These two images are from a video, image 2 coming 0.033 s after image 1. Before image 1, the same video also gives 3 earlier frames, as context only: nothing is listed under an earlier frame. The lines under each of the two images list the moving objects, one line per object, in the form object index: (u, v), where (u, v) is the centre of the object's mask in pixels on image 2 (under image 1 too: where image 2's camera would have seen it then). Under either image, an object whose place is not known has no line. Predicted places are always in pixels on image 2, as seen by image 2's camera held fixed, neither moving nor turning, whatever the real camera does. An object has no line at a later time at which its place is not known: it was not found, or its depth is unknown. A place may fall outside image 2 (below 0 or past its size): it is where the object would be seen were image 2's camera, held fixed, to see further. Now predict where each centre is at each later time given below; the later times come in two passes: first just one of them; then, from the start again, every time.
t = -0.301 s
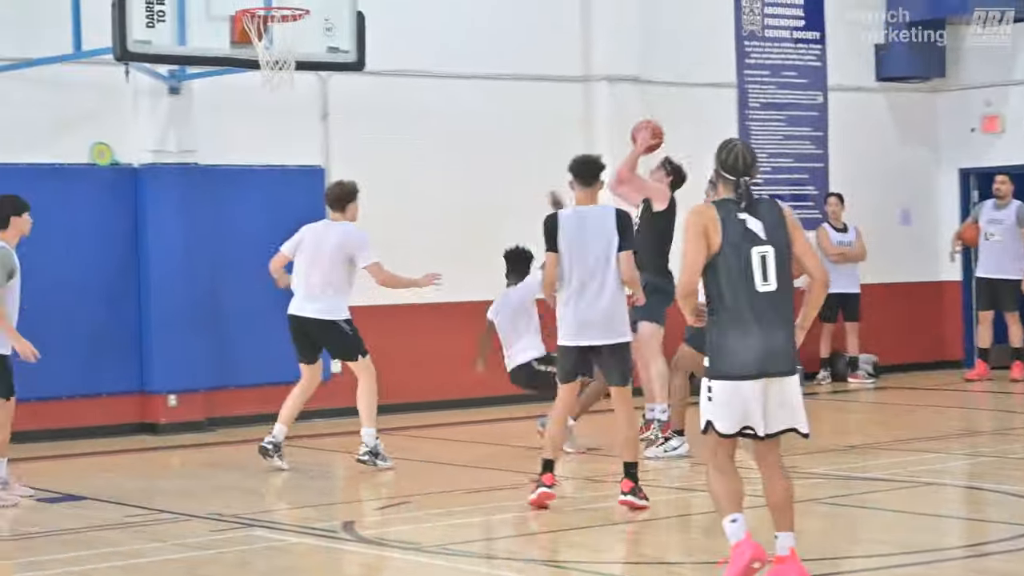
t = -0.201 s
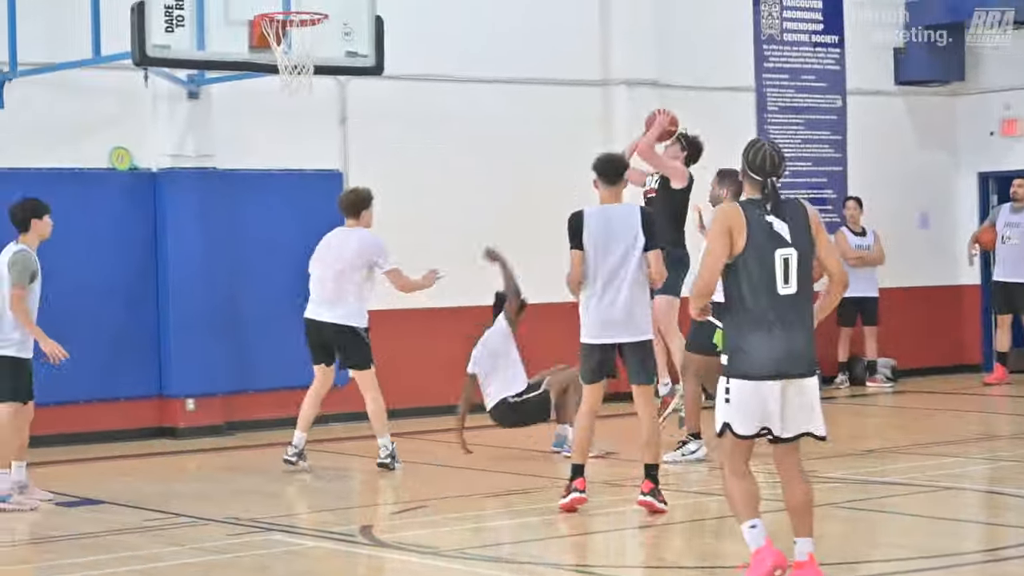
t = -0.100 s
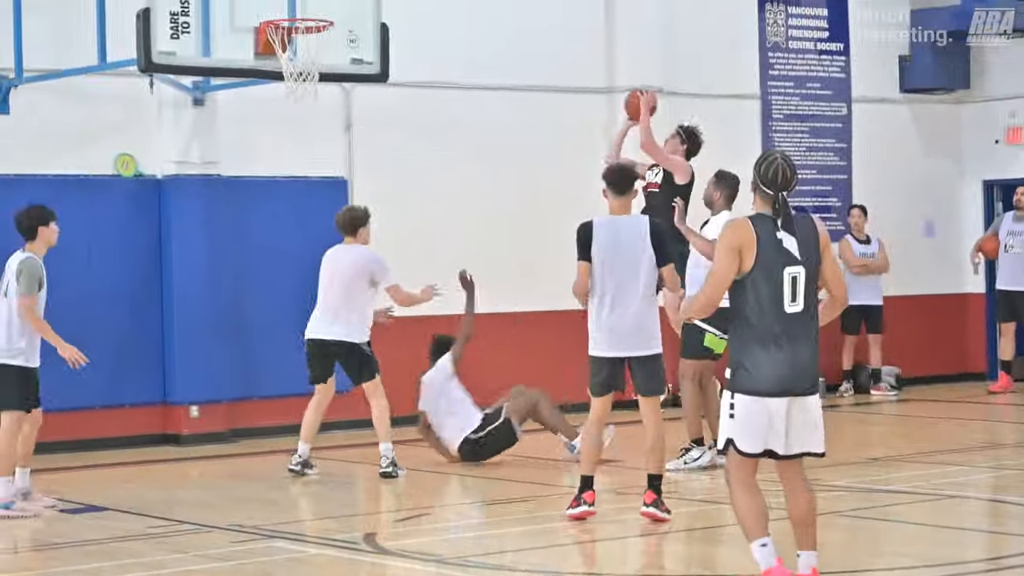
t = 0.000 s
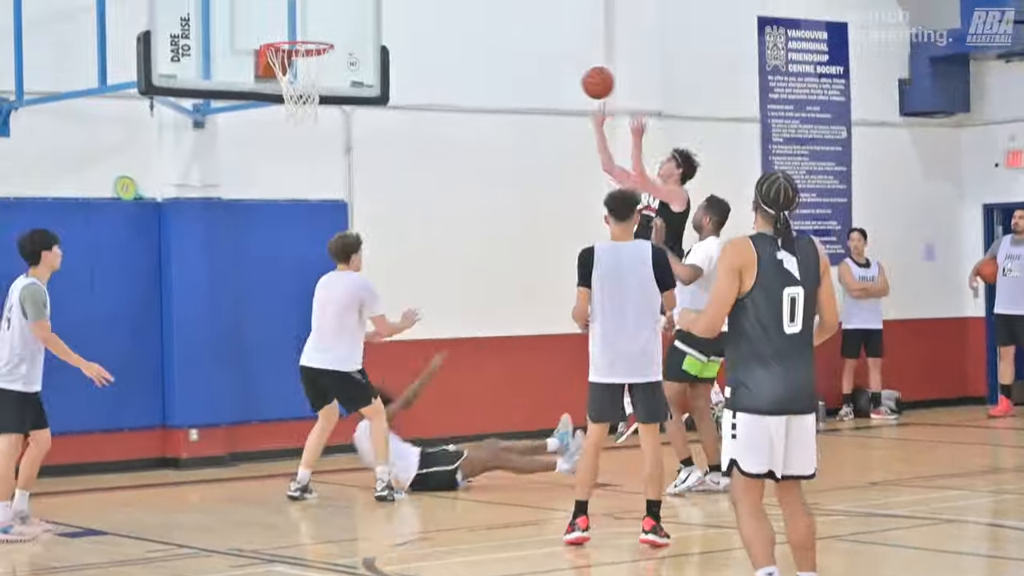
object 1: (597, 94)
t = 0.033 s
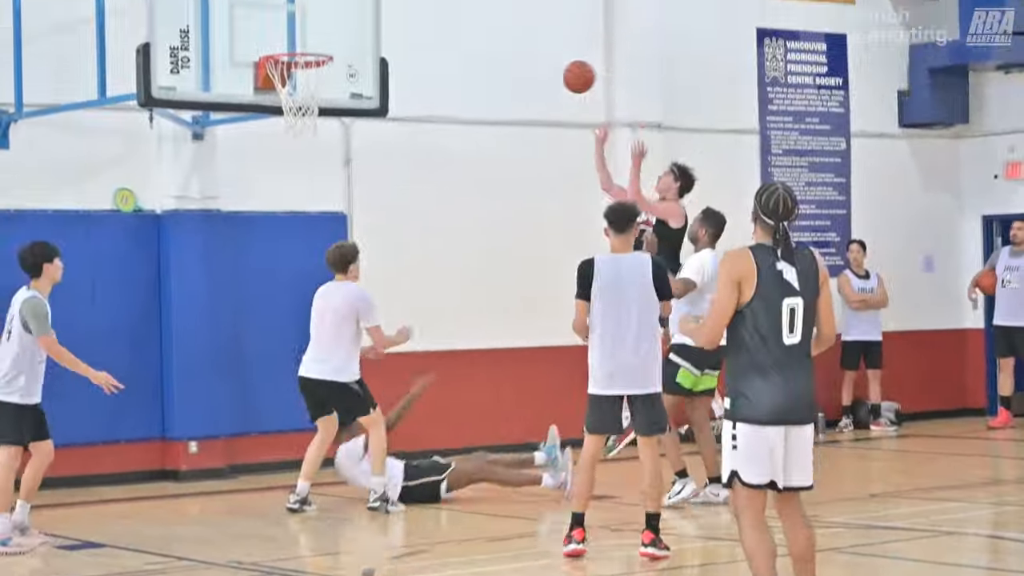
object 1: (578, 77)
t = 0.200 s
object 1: (485, 11)
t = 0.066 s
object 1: (560, 60)
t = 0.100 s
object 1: (541, 46)
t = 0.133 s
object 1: (522, 32)
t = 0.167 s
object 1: (504, 21)
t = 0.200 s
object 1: (485, 11)
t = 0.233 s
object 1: (466, 2)
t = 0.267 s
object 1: (448, -5)
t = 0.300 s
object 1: (429, -11)
